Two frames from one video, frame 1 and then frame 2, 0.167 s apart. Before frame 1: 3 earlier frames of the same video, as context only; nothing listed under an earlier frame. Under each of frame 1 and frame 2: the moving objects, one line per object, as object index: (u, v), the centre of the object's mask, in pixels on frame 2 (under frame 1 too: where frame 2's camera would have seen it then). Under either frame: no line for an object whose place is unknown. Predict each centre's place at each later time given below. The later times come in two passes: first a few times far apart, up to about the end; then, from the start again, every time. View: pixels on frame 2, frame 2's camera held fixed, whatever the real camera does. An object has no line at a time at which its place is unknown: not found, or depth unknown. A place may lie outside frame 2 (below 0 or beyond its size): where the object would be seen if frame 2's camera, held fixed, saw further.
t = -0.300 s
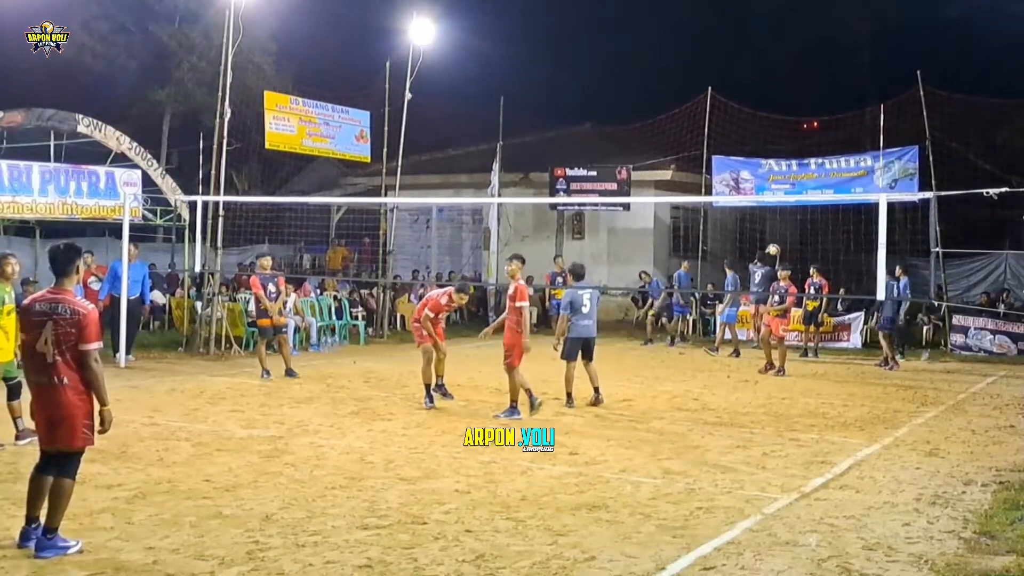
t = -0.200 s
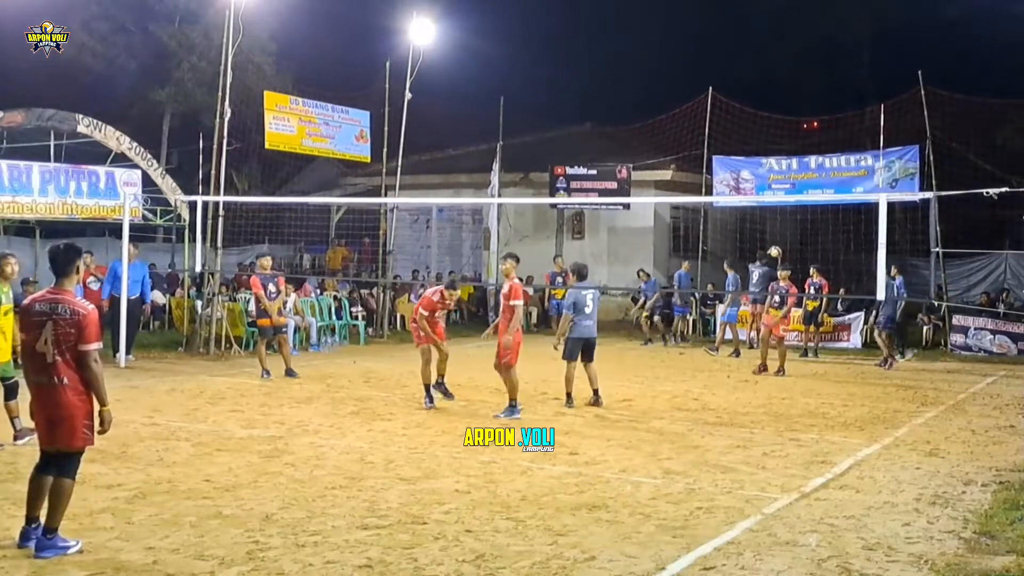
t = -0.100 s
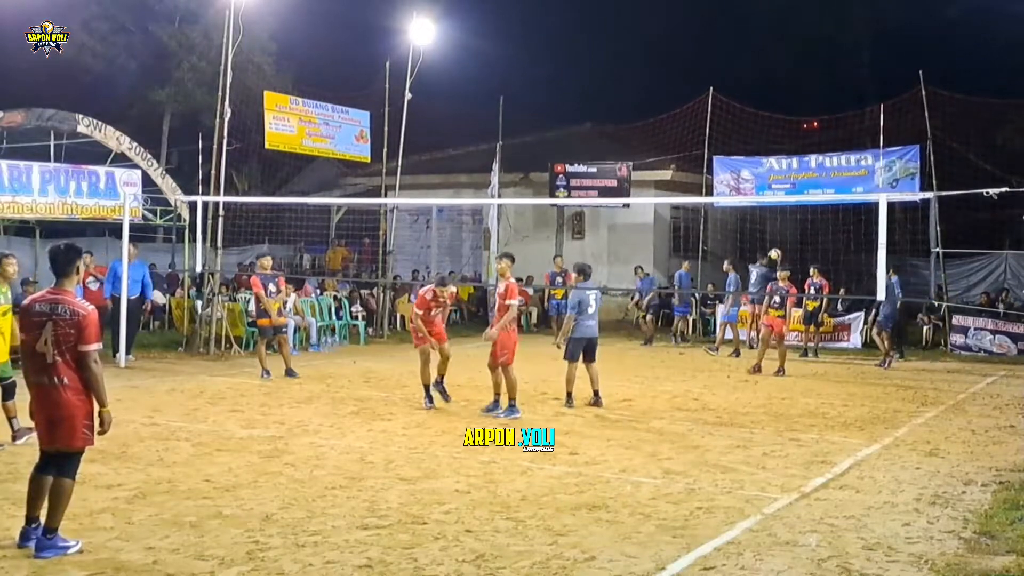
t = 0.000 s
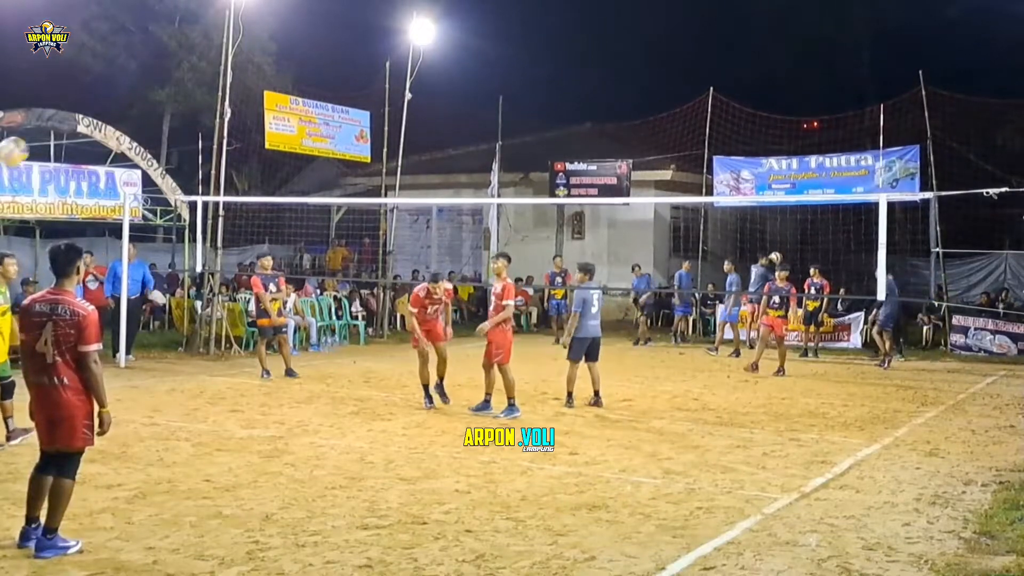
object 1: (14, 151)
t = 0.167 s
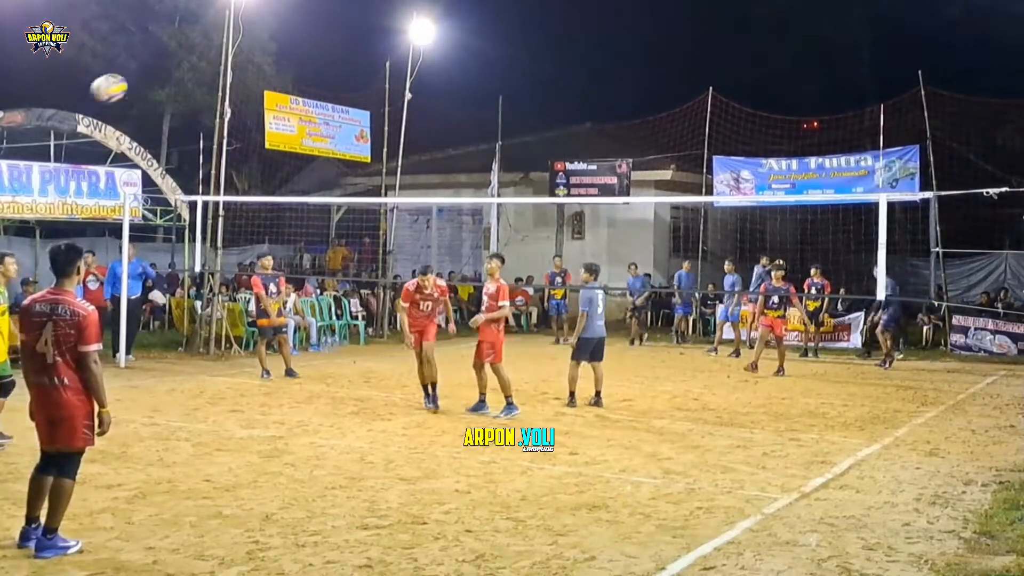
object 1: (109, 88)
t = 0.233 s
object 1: (145, 73)
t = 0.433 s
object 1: (240, 61)
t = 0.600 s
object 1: (308, 84)
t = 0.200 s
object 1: (127, 80)
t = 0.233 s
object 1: (145, 73)
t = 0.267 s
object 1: (162, 68)
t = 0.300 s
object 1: (179, 64)
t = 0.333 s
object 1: (195, 62)
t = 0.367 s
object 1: (210, 60)
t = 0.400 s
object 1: (225, 60)
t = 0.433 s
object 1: (240, 61)
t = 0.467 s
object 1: (254, 64)
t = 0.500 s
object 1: (268, 67)
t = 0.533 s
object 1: (282, 72)
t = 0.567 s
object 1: (295, 77)
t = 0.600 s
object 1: (308, 84)
